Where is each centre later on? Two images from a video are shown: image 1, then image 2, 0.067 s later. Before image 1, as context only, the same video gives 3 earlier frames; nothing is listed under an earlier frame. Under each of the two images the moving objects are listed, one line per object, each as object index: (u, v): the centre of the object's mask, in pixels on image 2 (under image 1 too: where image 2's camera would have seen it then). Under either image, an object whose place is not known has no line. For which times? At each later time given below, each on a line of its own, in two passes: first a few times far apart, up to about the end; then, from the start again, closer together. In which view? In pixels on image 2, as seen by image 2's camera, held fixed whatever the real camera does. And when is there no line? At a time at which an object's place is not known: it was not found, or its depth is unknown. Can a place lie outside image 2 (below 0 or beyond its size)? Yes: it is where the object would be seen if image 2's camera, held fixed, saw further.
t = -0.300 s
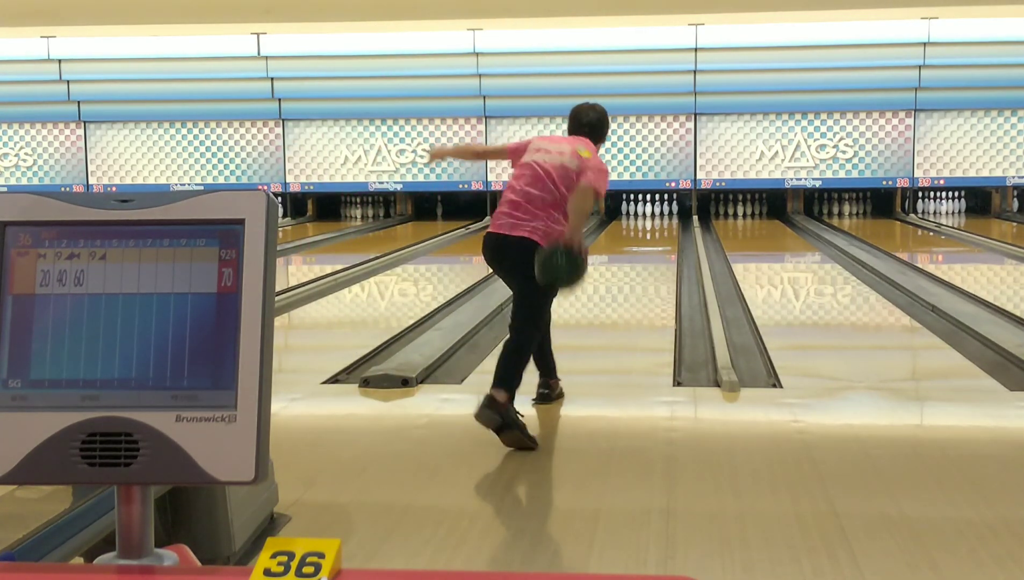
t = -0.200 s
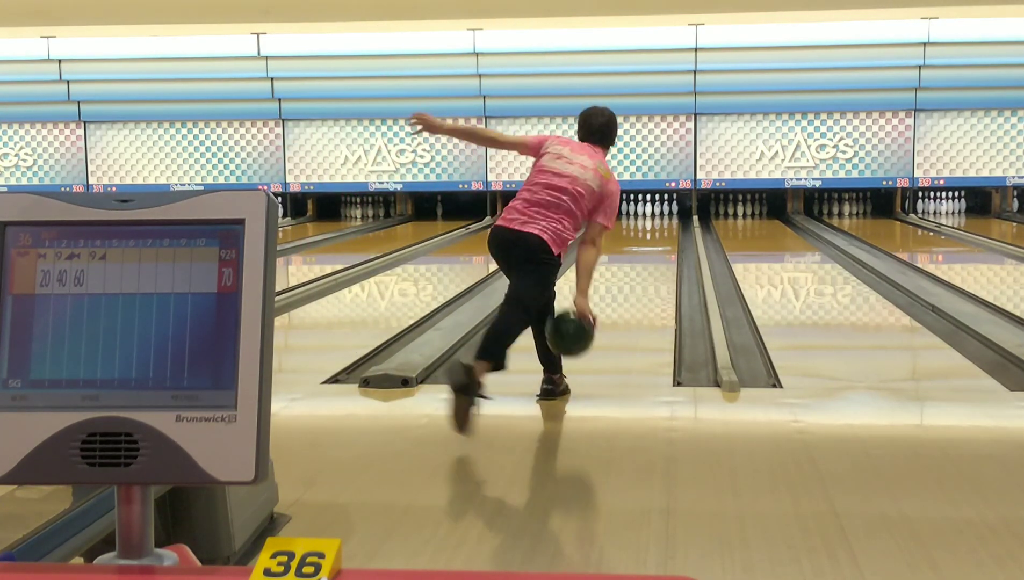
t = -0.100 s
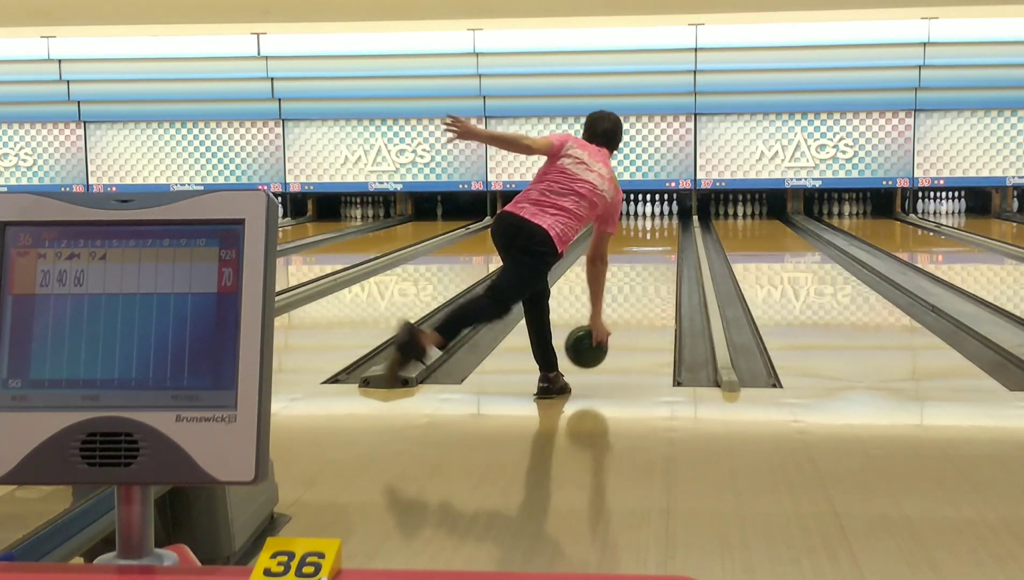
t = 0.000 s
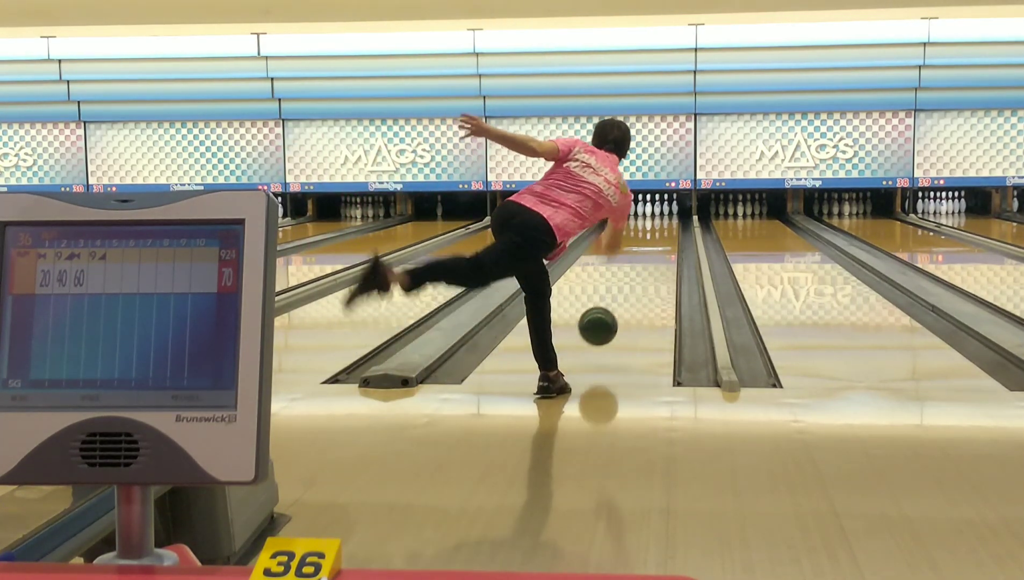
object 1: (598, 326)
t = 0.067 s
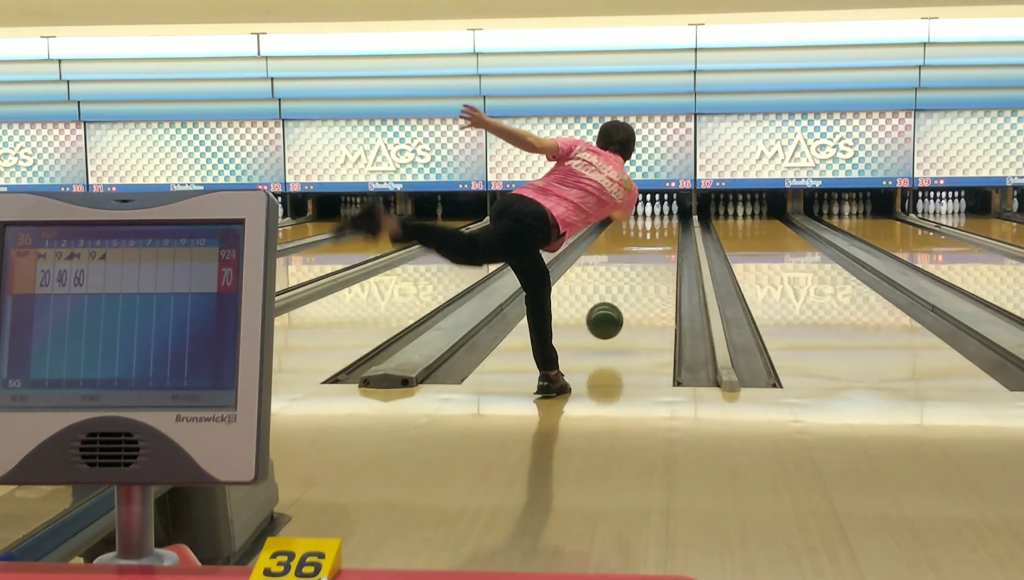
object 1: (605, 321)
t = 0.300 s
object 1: (622, 303)
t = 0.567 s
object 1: (636, 279)
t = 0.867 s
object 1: (647, 259)
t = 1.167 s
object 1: (654, 245)
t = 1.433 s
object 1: (658, 235)
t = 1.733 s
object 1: (660, 226)
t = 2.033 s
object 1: (660, 219)
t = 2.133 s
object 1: (660, 217)
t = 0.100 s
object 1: (608, 321)
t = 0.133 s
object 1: (611, 323)
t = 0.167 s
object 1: (613, 319)
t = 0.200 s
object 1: (616, 315)
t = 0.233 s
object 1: (618, 311)
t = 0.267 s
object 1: (620, 307)
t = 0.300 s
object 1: (622, 303)
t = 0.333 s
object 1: (625, 300)
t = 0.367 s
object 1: (627, 296)
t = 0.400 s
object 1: (628, 293)
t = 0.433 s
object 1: (630, 290)
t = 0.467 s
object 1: (632, 287)
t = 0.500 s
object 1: (633, 284)
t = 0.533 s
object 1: (635, 281)
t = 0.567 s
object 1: (636, 279)
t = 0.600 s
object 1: (638, 276)
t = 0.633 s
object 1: (639, 274)
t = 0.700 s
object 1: (642, 269)
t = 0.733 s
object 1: (642, 267)
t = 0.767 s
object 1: (643, 265)
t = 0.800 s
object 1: (645, 263)
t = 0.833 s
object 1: (646, 261)
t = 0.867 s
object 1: (647, 259)
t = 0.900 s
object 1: (647, 257)
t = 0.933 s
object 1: (648, 255)
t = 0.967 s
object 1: (649, 254)
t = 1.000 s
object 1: (650, 252)
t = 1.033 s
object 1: (651, 251)
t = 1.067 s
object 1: (652, 249)
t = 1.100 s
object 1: (652, 248)
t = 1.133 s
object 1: (653, 246)
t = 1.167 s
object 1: (654, 245)
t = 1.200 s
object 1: (654, 243)
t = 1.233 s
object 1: (655, 242)
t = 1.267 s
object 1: (655, 241)
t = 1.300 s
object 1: (656, 240)
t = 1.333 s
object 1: (656, 238)
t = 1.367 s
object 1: (657, 237)
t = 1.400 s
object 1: (657, 236)
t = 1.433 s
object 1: (658, 235)
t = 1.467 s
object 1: (658, 234)
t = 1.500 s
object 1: (659, 233)
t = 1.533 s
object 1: (659, 232)
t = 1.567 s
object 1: (659, 231)
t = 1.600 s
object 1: (659, 230)
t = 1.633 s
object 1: (660, 229)
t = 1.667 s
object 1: (660, 228)
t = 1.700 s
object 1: (660, 227)
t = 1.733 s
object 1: (660, 226)
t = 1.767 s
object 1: (660, 225)
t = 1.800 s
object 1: (661, 224)
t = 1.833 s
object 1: (661, 224)
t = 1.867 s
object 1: (661, 223)
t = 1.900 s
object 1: (661, 222)
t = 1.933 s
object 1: (661, 221)
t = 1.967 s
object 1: (661, 221)
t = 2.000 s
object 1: (661, 220)
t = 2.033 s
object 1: (660, 219)
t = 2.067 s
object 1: (660, 219)
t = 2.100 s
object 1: (660, 218)
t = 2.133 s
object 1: (660, 217)
